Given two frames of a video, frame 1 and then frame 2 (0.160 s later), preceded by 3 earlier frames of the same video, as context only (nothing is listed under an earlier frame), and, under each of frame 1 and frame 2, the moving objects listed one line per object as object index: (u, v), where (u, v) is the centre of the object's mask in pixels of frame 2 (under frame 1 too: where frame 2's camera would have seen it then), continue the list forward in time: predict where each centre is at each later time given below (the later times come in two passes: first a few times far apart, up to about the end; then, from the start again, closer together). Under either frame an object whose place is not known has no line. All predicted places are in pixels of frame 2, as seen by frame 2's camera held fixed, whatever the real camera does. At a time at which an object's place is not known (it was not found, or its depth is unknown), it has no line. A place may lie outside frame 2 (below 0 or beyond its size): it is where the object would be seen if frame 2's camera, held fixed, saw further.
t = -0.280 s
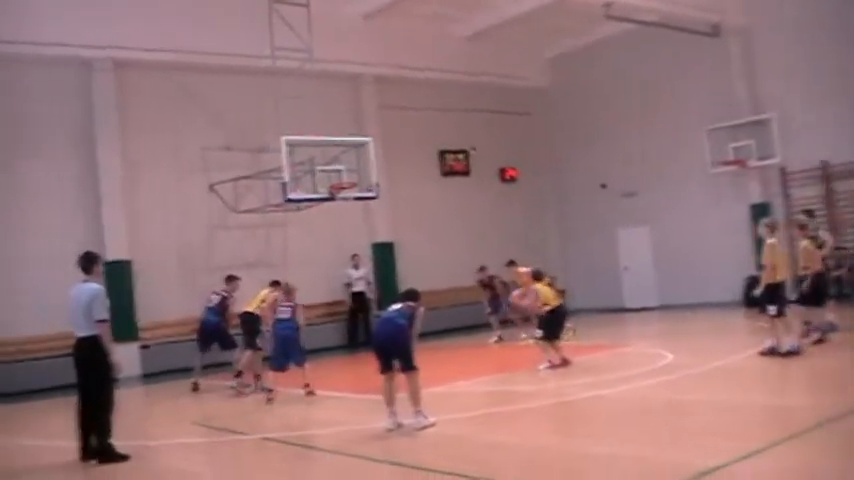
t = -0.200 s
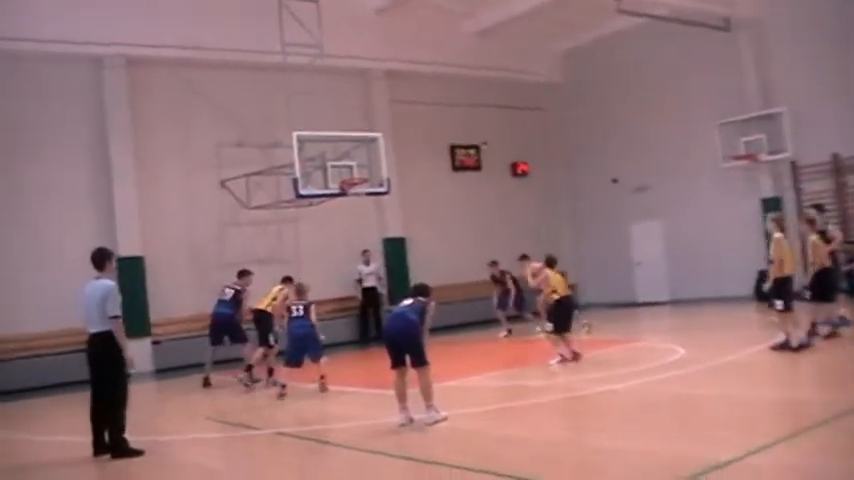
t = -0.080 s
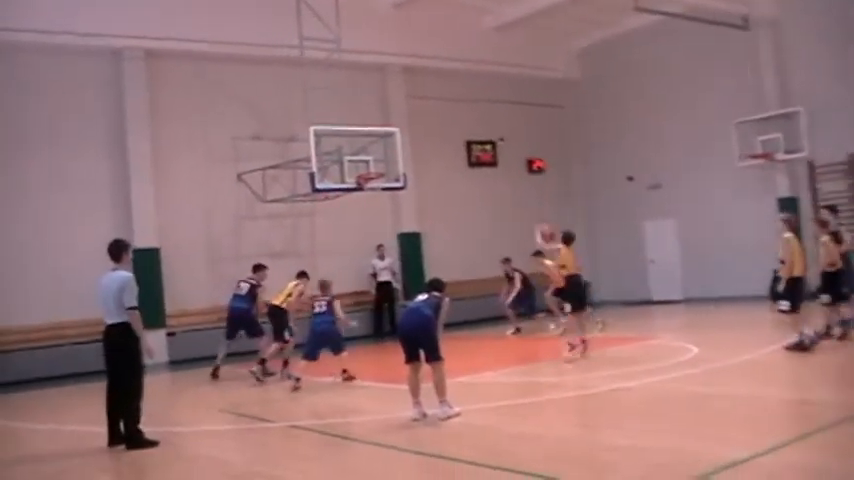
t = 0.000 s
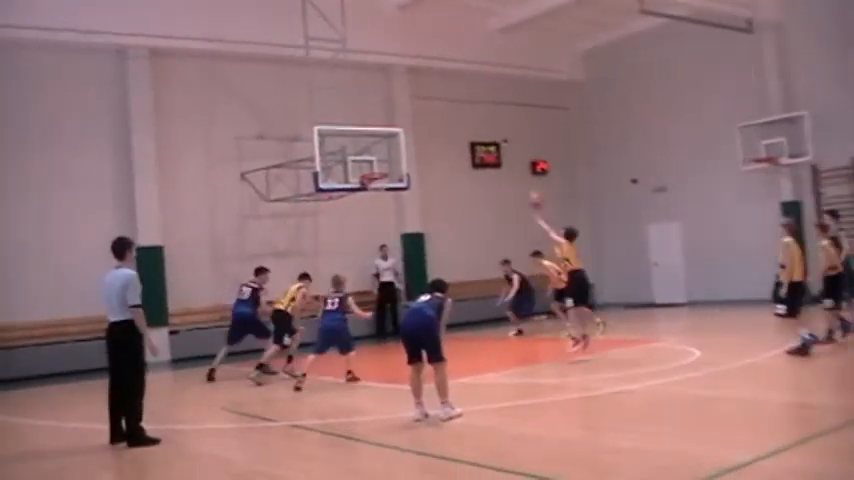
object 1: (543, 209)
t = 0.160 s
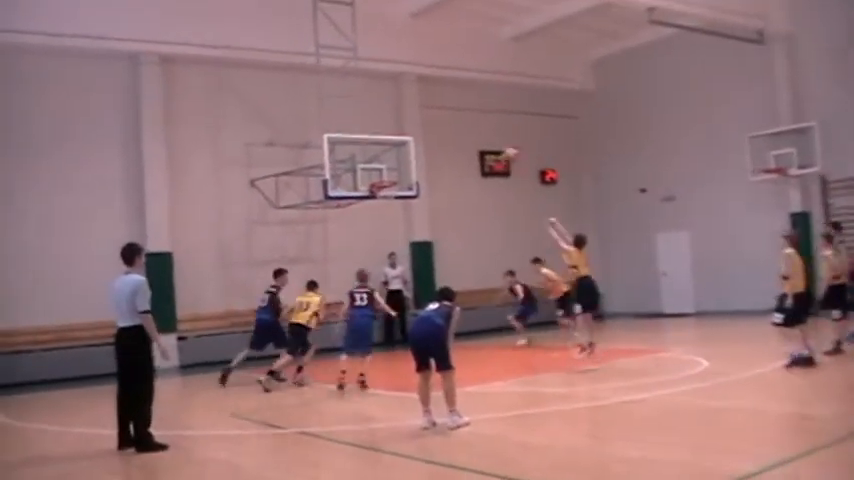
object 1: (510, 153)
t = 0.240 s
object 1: (495, 136)
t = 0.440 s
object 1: (463, 109)
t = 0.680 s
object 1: (431, 111)
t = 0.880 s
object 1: (407, 137)
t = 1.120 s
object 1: (385, 194)
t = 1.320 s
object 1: (384, 199)
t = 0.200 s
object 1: (503, 145)
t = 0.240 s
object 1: (495, 136)
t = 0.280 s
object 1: (487, 128)
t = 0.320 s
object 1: (480, 122)
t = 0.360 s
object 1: (474, 118)
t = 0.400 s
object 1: (468, 113)
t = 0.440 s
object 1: (463, 109)
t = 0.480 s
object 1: (456, 108)
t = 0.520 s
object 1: (451, 106)
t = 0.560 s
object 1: (445, 106)
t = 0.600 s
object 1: (440, 107)
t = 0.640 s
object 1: (436, 109)
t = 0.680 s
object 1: (431, 111)
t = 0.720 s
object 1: (426, 115)
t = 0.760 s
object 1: (421, 120)
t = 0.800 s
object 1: (417, 125)
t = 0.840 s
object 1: (413, 131)
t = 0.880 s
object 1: (407, 137)
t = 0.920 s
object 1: (403, 145)
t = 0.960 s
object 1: (398, 154)
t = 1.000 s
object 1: (394, 163)
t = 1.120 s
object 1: (385, 194)
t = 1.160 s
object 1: (382, 196)
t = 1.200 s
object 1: (382, 195)
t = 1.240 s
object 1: (382, 196)
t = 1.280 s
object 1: (382, 197)
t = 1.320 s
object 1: (384, 199)
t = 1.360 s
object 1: (385, 201)
